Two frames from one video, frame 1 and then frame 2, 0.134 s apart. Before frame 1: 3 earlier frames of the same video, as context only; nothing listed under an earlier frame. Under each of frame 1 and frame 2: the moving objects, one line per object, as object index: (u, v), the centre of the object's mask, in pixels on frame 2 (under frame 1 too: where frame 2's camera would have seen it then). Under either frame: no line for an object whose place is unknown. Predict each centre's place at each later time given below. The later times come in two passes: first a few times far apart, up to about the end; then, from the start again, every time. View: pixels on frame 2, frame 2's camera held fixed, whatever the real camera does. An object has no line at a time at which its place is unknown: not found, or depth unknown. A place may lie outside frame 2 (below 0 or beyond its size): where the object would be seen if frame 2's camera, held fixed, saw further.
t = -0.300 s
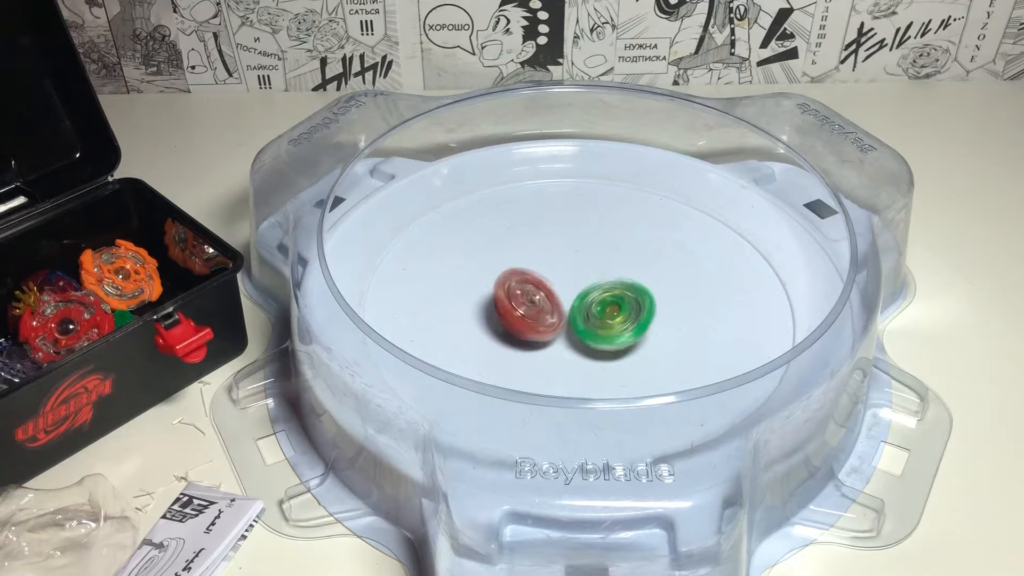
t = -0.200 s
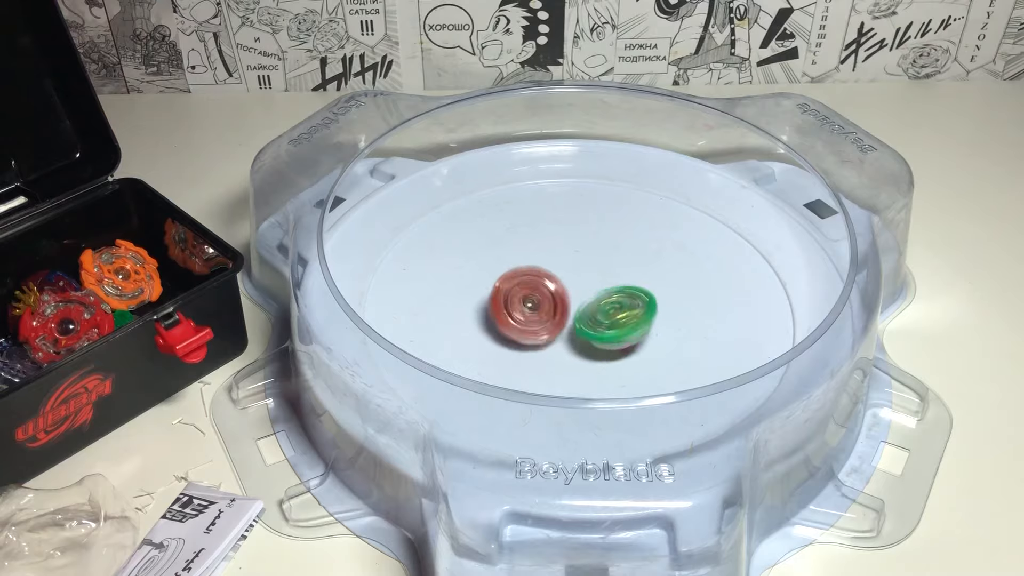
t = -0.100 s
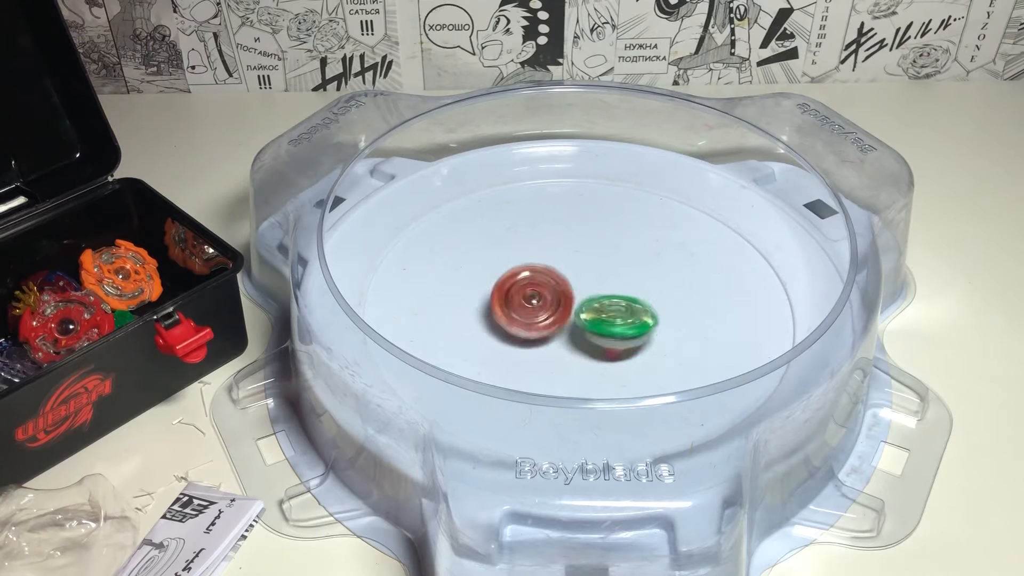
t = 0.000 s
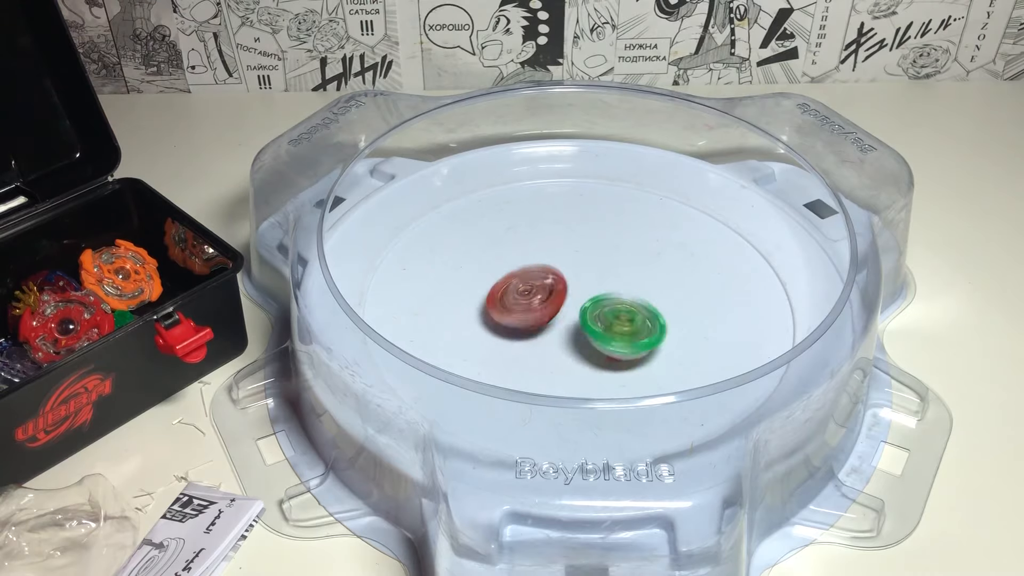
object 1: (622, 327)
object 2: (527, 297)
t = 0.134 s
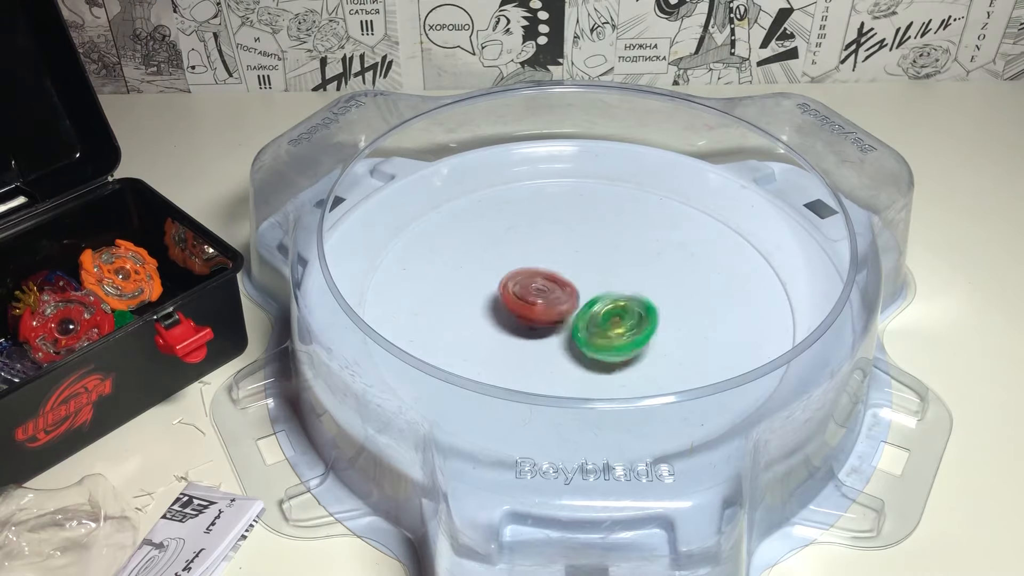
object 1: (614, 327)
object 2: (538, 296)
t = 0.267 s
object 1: (621, 331)
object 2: (540, 288)
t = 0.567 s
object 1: (612, 332)
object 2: (577, 276)
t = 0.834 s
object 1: (584, 338)
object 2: (584, 278)
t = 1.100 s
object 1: (534, 315)
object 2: (598, 278)
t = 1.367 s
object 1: (515, 307)
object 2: (591, 285)
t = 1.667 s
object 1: (547, 318)
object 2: (594, 282)
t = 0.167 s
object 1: (615, 327)
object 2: (536, 296)
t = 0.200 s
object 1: (614, 326)
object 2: (538, 295)
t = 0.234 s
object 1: (617, 328)
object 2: (540, 295)
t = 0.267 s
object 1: (621, 331)
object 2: (540, 288)
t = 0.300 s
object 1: (624, 332)
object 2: (540, 282)
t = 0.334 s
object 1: (628, 333)
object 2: (543, 278)
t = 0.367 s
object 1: (630, 334)
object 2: (546, 274)
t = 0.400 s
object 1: (630, 335)
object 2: (550, 274)
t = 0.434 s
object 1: (625, 332)
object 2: (554, 269)
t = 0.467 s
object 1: (622, 332)
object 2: (561, 272)
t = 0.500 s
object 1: (615, 332)
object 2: (566, 272)
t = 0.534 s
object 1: (614, 332)
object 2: (573, 273)
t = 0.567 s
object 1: (612, 332)
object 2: (577, 276)
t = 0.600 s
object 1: (612, 333)
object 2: (581, 272)
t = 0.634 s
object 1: (612, 332)
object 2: (584, 270)
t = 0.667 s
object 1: (610, 328)
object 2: (583, 272)
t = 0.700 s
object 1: (607, 329)
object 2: (585, 274)
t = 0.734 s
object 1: (598, 329)
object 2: (587, 274)
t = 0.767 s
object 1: (592, 331)
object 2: (587, 275)
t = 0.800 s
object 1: (588, 335)
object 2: (588, 275)
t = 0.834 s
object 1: (584, 338)
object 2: (584, 278)
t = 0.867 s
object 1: (579, 336)
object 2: (585, 278)
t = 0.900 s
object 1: (576, 334)
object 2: (586, 277)
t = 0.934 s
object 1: (571, 332)
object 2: (587, 276)
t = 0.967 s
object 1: (567, 330)
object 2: (587, 278)
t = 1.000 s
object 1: (559, 327)
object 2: (589, 280)
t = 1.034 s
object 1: (550, 323)
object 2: (594, 281)
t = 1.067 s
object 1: (542, 319)
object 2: (597, 279)
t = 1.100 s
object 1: (534, 315)
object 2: (598, 278)
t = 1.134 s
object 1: (527, 311)
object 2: (598, 276)
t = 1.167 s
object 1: (522, 308)
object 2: (598, 276)
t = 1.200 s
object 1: (517, 307)
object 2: (598, 277)
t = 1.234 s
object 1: (513, 307)
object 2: (597, 278)
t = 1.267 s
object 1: (512, 307)
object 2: (596, 280)
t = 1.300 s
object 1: (512, 307)
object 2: (594, 283)
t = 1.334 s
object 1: (513, 307)
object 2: (592, 284)
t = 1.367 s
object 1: (515, 307)
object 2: (591, 285)
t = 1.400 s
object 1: (518, 307)
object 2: (591, 284)
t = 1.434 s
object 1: (522, 308)
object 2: (593, 284)
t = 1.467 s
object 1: (525, 308)
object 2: (594, 282)
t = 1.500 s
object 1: (527, 309)
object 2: (595, 281)
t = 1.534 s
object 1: (531, 310)
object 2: (595, 280)
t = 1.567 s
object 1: (536, 312)
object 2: (595, 280)
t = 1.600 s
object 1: (540, 314)
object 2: (595, 280)
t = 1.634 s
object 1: (544, 316)
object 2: (595, 281)
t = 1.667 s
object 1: (547, 318)
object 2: (594, 282)
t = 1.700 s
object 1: (549, 320)
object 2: (593, 284)
